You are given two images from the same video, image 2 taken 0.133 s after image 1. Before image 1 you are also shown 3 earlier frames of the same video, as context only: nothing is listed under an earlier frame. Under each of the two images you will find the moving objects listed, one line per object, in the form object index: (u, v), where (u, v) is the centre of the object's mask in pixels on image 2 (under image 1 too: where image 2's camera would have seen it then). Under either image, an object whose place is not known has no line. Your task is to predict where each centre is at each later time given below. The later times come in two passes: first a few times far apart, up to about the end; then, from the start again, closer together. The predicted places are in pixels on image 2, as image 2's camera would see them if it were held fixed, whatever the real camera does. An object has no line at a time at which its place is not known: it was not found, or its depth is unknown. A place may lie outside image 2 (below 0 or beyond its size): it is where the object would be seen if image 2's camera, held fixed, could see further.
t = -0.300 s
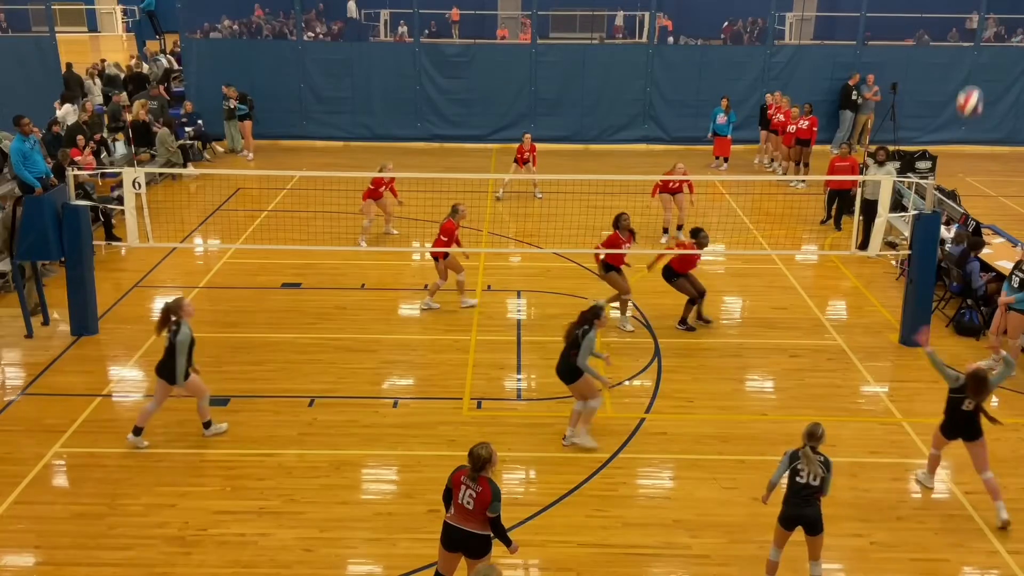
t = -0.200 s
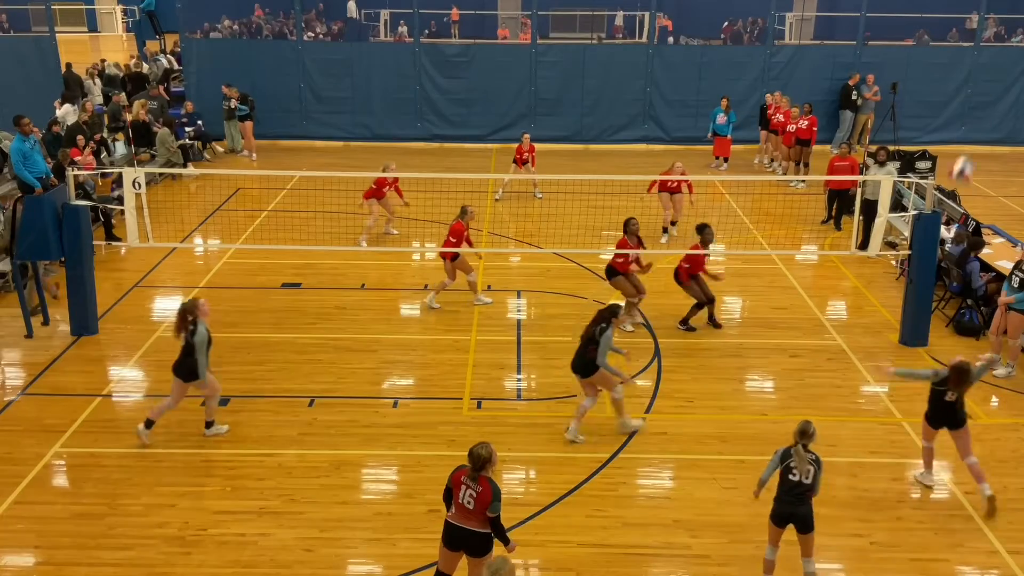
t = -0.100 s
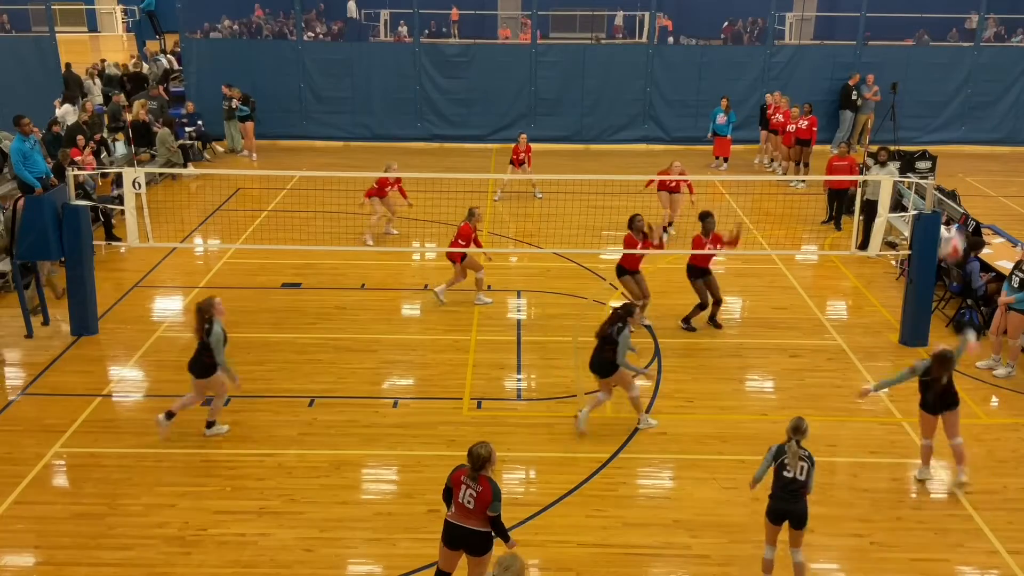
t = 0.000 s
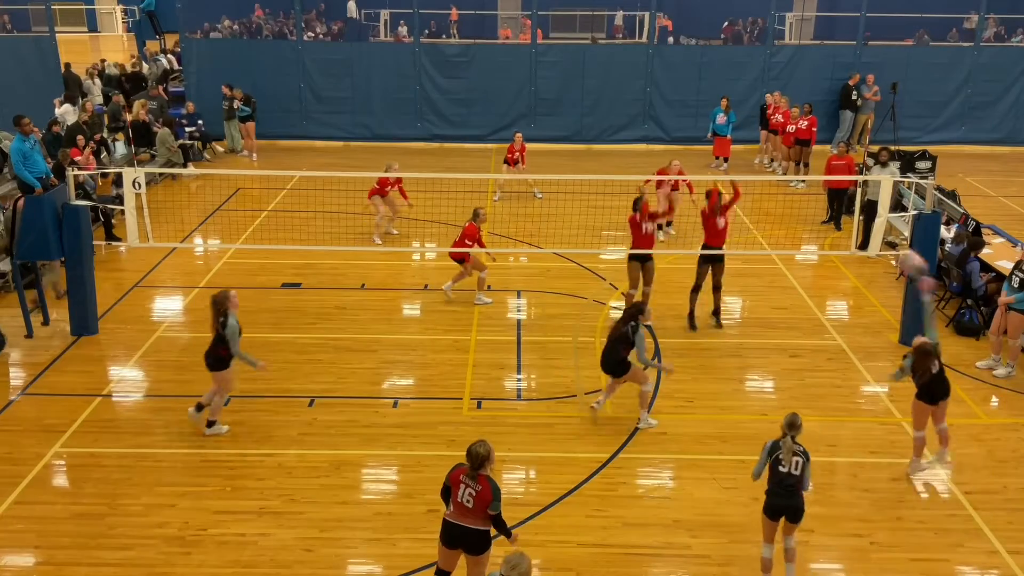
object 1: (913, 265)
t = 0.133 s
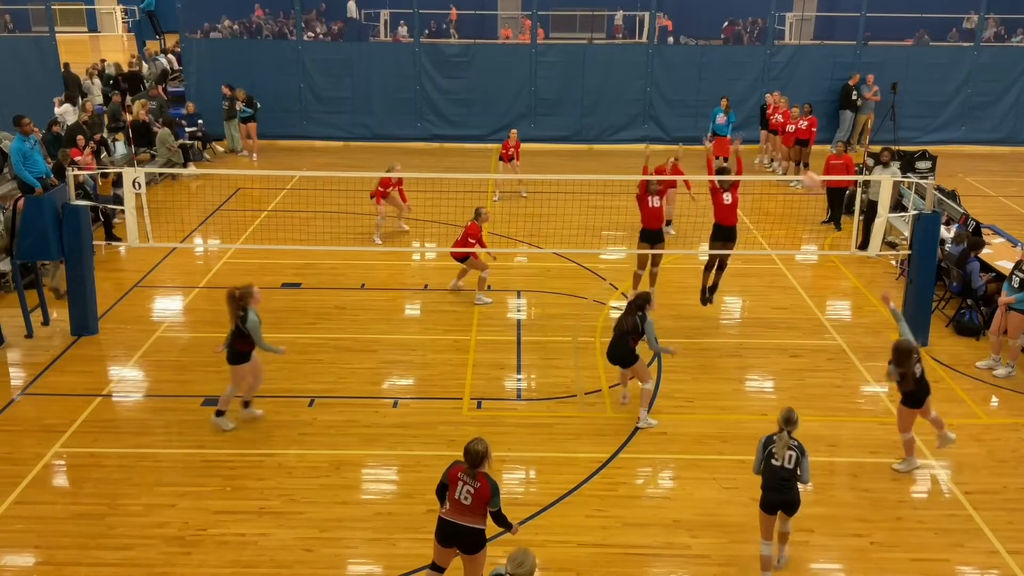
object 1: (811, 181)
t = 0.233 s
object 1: (749, 143)
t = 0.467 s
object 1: (651, 104)
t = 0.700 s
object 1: (583, 108)
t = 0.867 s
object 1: (546, 130)
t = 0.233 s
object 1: (749, 143)
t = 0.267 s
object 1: (733, 137)
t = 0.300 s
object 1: (717, 128)
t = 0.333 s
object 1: (702, 122)
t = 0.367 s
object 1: (688, 115)
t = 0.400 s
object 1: (675, 110)
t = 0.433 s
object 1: (663, 106)
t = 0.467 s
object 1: (651, 104)
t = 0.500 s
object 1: (640, 102)
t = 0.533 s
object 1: (629, 100)
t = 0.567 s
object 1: (619, 100)
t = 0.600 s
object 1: (609, 101)
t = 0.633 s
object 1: (599, 103)
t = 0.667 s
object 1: (591, 105)
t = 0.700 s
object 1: (583, 108)
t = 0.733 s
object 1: (574, 112)
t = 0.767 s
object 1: (567, 115)
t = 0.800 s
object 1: (559, 120)
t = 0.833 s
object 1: (552, 125)
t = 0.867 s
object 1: (546, 130)
